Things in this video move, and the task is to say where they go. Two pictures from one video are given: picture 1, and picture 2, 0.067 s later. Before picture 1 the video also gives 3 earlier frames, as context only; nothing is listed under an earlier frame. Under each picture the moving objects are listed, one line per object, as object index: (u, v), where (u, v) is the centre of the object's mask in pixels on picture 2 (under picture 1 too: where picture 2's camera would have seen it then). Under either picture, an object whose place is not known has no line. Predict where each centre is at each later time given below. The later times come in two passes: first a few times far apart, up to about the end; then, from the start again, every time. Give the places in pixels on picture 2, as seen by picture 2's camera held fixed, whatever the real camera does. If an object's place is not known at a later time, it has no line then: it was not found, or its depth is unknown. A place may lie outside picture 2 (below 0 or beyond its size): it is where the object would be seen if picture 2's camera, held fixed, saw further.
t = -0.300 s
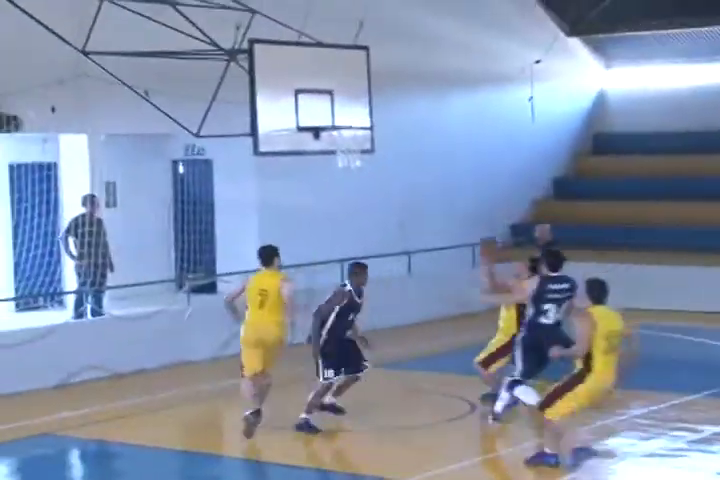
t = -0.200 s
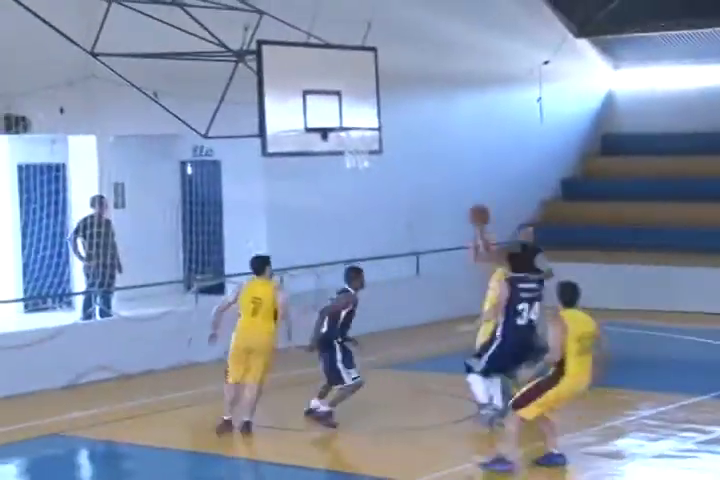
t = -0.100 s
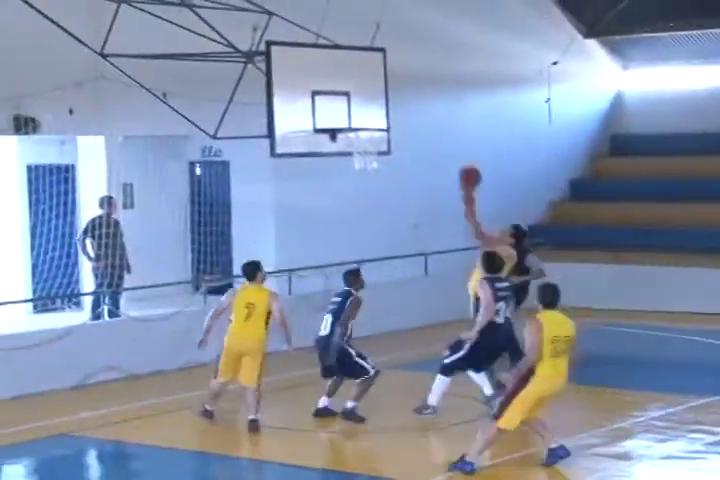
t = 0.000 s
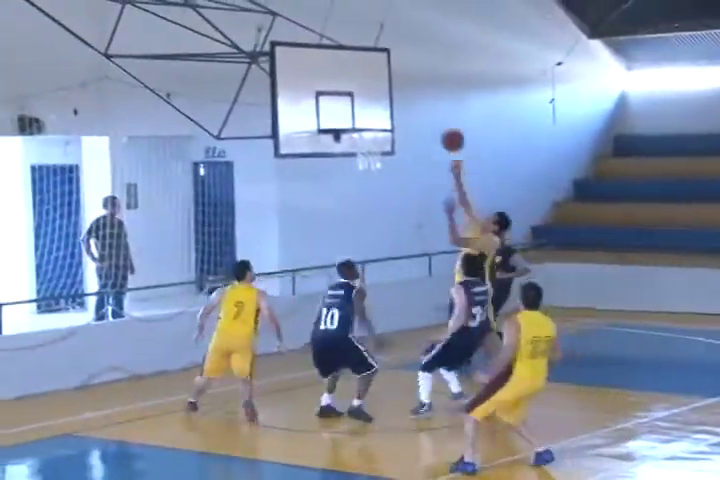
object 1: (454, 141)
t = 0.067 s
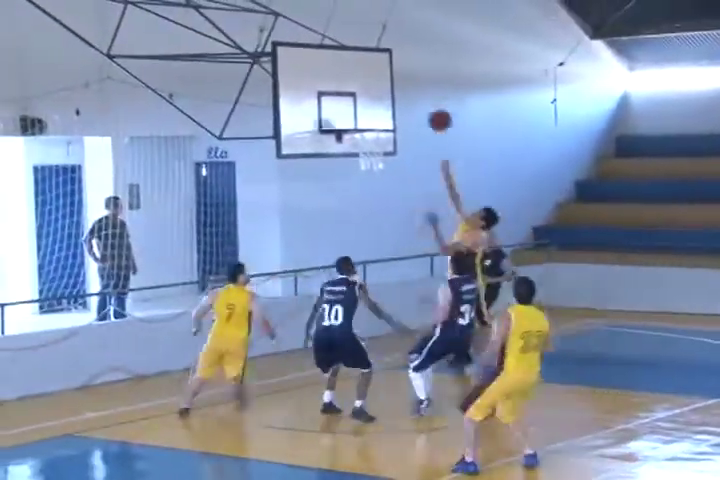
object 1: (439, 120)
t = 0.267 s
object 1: (396, 82)
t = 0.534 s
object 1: (368, 82)
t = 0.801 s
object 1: (378, 129)
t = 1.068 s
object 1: (349, 152)
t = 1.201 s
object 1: (346, 174)
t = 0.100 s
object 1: (432, 111)
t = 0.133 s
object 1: (425, 104)
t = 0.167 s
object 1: (418, 97)
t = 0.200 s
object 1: (410, 91)
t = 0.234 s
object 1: (403, 86)
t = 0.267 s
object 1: (396, 82)
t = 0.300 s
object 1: (389, 79)
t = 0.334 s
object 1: (382, 77)
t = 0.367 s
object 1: (374, 76)
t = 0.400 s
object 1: (367, 76)
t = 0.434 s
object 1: (360, 77)
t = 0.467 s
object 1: (362, 78)
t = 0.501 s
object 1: (365, 79)
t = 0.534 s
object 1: (368, 82)
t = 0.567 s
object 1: (370, 86)
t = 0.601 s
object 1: (373, 90)
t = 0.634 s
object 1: (376, 96)
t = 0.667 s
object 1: (378, 103)
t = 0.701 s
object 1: (381, 110)
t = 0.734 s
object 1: (384, 119)
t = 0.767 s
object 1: (384, 126)
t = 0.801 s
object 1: (378, 129)
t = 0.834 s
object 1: (372, 132)
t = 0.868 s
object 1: (366, 137)
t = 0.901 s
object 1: (360, 141)
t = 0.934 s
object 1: (356, 145)
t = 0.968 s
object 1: (353, 146)
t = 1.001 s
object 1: (351, 147)
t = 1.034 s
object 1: (351, 150)
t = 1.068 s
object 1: (349, 152)
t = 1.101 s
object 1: (348, 156)
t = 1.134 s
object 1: (347, 162)
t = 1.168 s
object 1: (346, 166)
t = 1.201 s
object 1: (346, 174)
